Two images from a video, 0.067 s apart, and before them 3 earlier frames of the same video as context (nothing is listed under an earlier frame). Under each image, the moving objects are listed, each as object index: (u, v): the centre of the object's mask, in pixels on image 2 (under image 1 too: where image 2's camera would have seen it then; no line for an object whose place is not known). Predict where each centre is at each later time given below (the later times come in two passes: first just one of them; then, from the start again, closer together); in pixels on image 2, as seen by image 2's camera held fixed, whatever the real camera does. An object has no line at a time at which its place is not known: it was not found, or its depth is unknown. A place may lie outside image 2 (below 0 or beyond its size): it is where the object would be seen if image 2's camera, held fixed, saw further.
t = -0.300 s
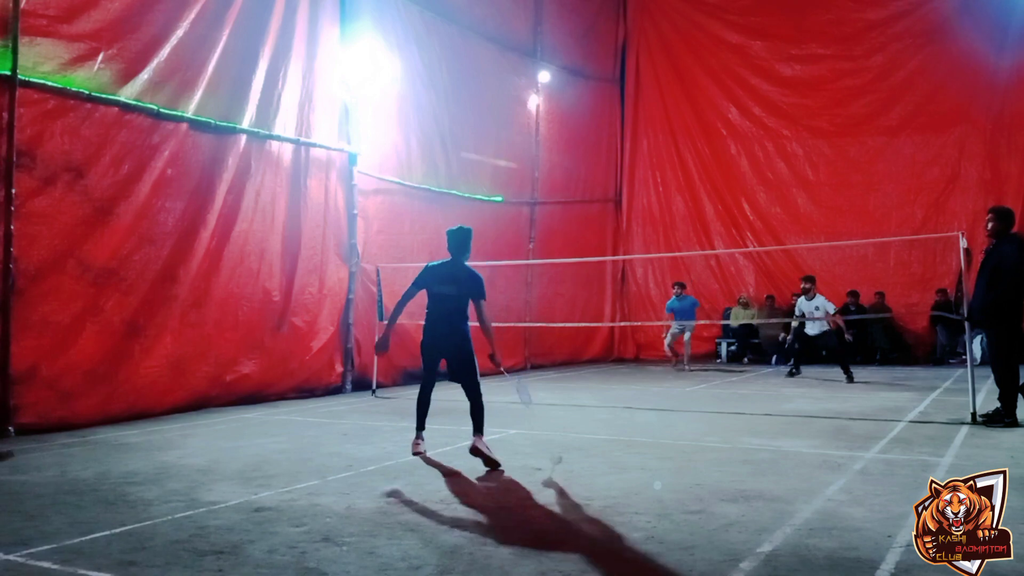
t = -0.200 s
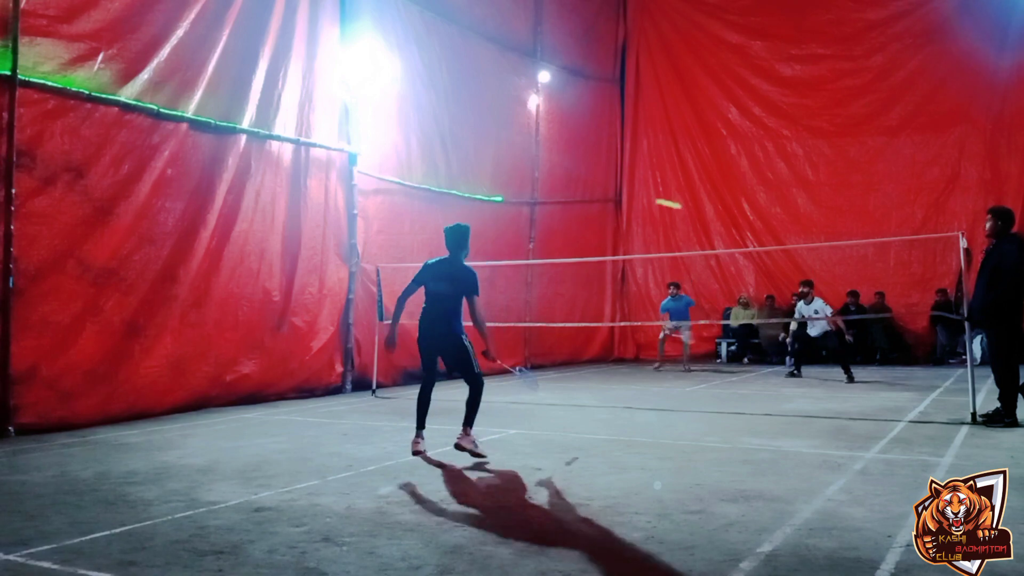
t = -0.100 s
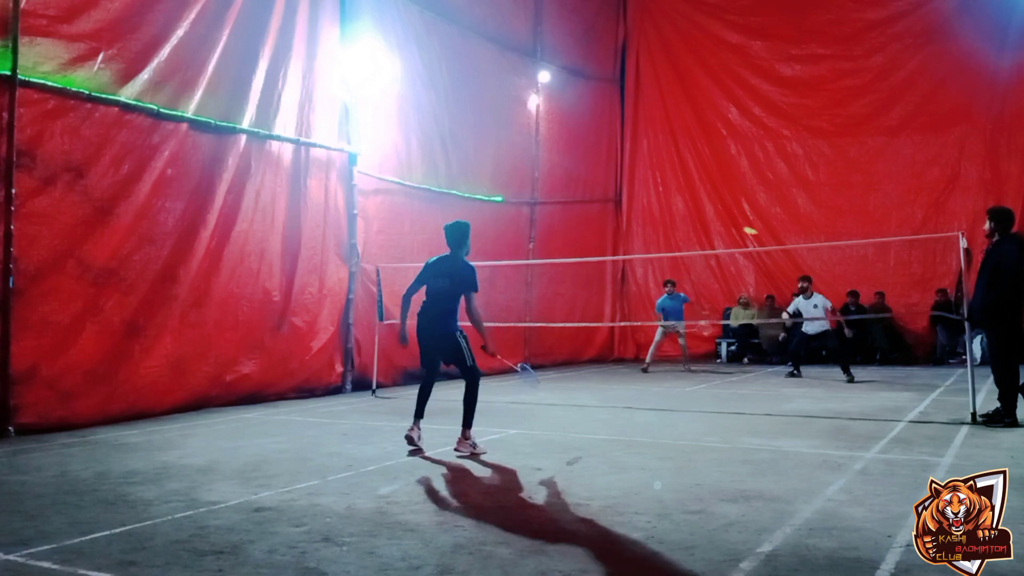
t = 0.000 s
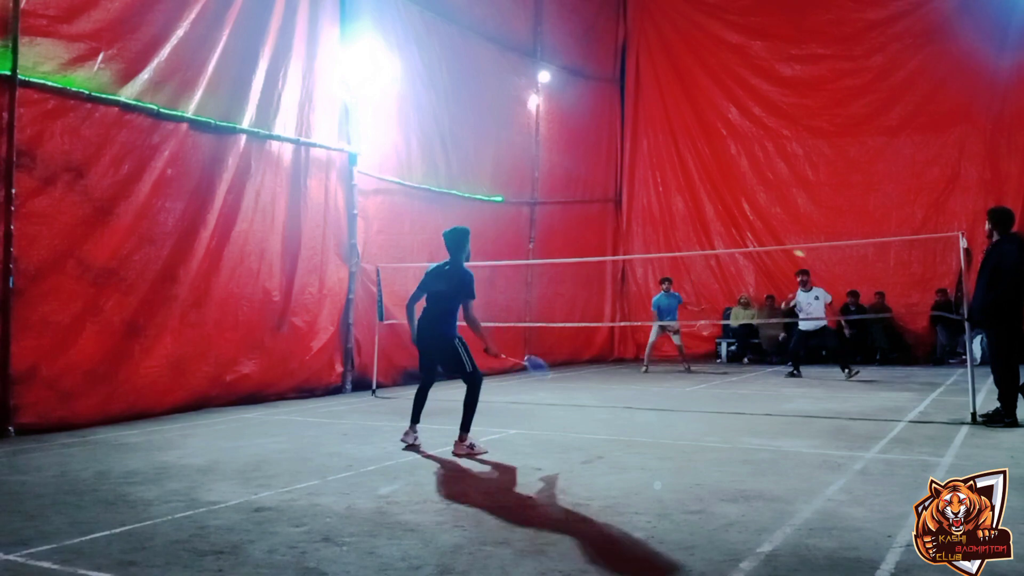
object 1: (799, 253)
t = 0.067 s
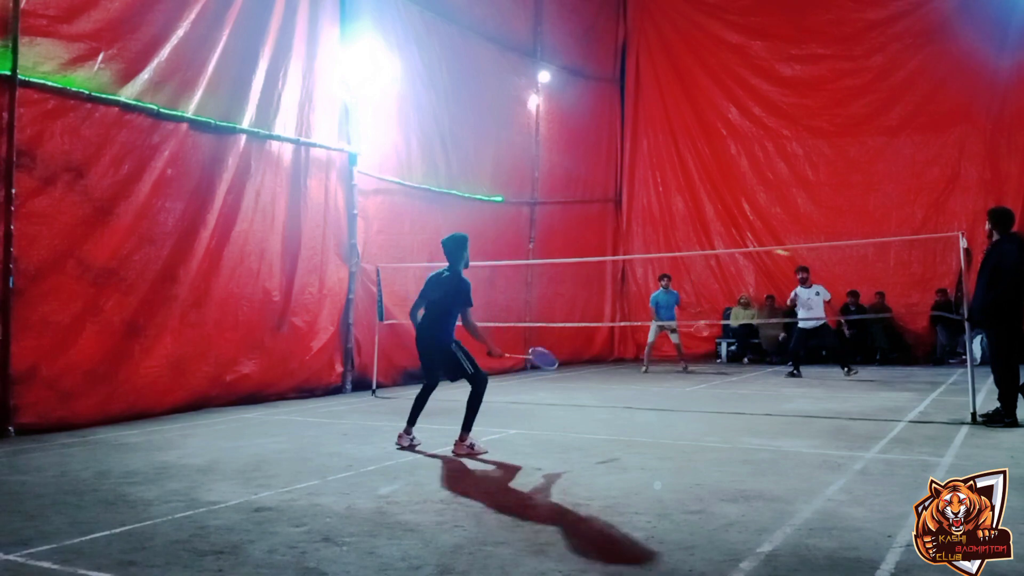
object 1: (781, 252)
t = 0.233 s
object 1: (664, 229)
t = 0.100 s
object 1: (752, 243)
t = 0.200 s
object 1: (685, 231)
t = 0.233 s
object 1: (664, 229)
